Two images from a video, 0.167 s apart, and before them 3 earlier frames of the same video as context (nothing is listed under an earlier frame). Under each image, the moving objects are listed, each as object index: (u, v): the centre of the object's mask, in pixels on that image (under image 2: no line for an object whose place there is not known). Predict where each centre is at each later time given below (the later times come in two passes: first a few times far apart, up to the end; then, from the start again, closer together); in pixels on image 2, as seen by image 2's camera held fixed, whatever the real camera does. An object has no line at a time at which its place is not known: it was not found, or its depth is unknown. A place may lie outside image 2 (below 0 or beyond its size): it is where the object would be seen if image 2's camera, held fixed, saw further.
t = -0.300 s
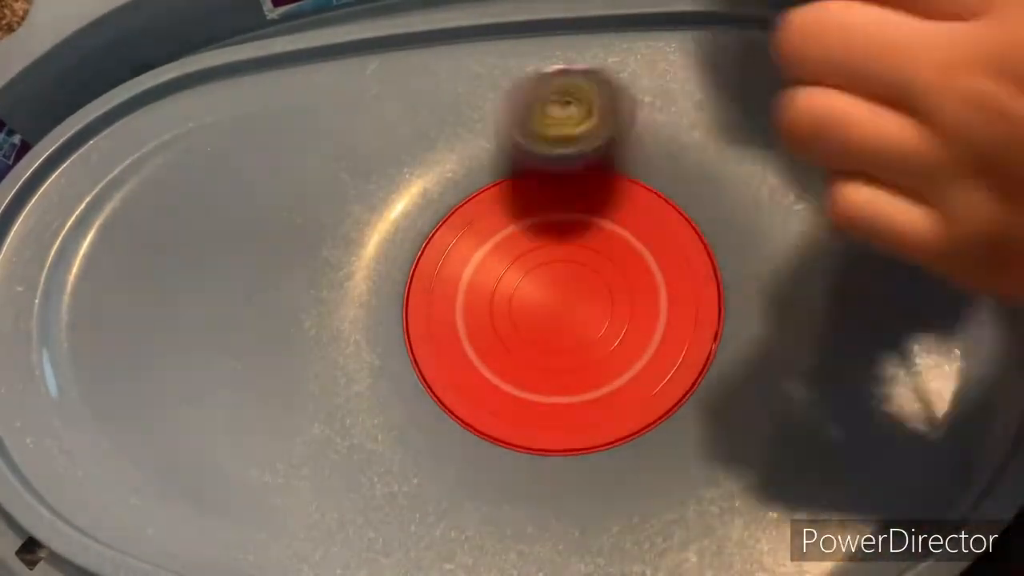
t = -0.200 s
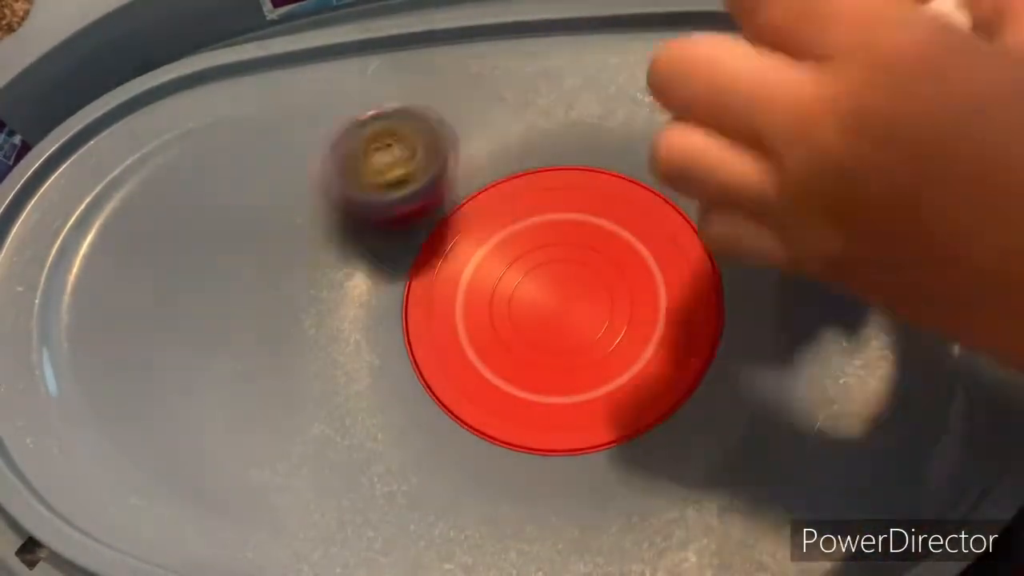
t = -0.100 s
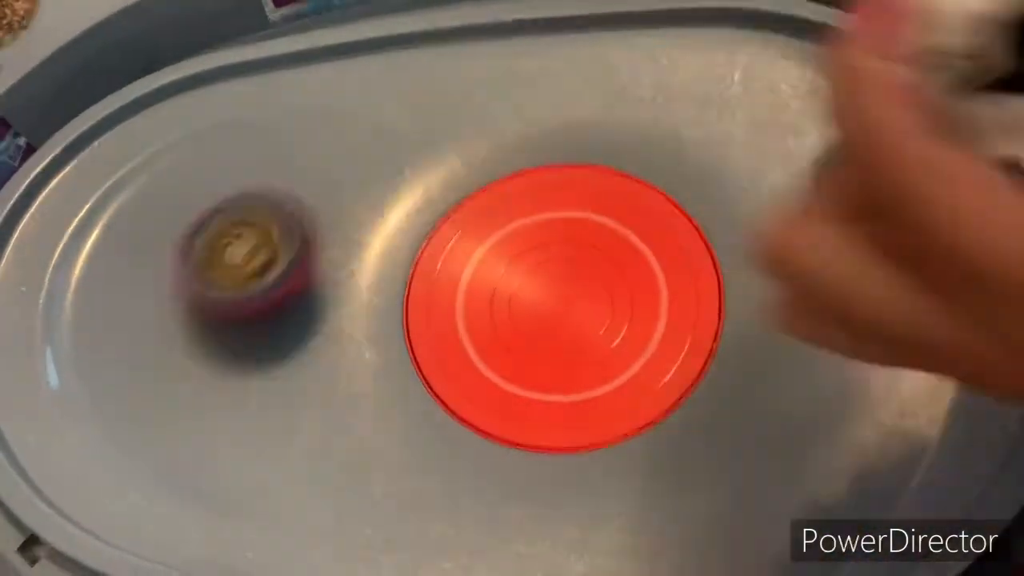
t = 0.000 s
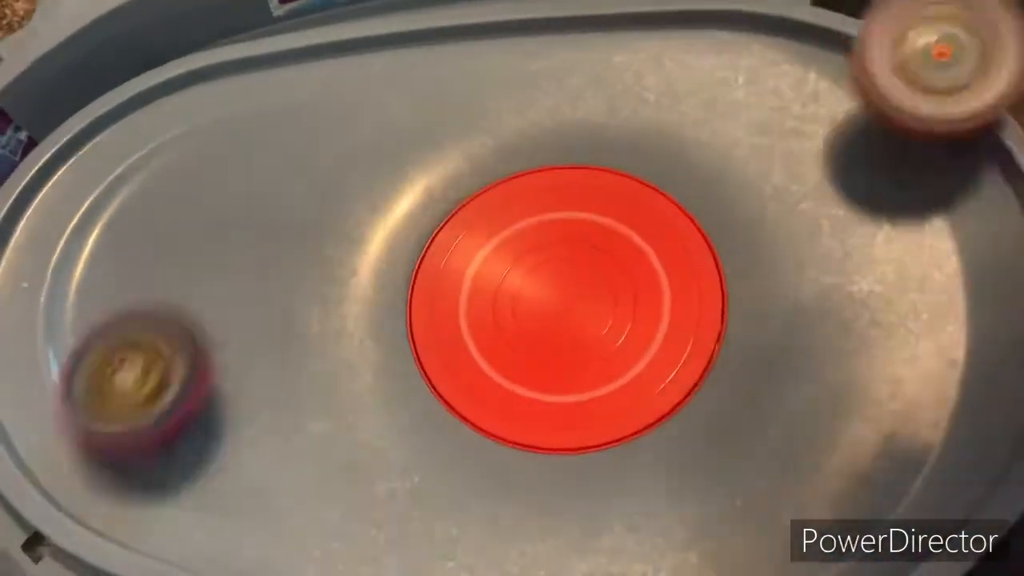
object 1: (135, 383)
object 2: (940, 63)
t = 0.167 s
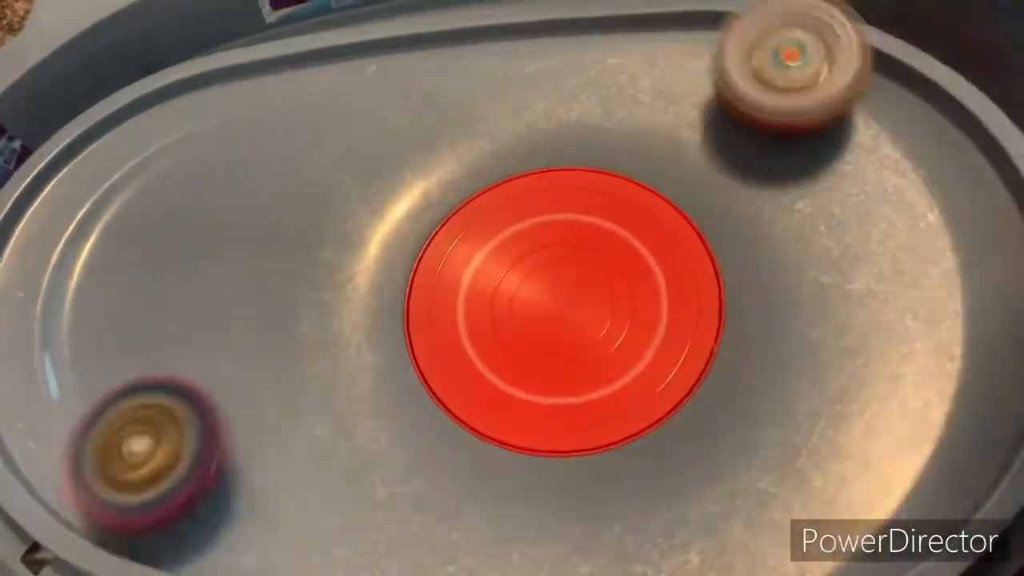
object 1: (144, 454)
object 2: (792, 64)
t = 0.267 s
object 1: (195, 460)
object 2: (753, 52)
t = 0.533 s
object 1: (462, 530)
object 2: (591, 163)
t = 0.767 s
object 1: (769, 234)
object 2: (335, 496)
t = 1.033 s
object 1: (566, 40)
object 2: (785, 501)
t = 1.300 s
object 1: (226, 208)
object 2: (911, 156)
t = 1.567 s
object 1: (306, 519)
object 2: (560, 55)
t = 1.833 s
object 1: (792, 332)
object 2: (276, 353)
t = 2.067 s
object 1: (740, 40)
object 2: (454, 540)
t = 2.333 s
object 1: (332, 162)
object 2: (745, 200)
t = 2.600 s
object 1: (242, 522)
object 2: (451, 45)
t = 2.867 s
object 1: (659, 416)
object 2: (277, 377)
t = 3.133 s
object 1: (625, 48)
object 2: (583, 536)
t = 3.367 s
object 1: (360, 117)
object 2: (802, 245)
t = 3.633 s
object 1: (342, 456)
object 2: (624, 39)
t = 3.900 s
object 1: (751, 508)
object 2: (382, 318)
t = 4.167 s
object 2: (619, 542)
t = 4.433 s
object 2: (732, 299)
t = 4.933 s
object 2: (782, 416)
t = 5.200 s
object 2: (946, 305)
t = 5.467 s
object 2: (765, 190)
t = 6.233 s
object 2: (380, 511)
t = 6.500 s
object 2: (713, 310)
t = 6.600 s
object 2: (821, 141)
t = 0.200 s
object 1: (164, 451)
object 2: (783, 55)
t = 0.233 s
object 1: (181, 453)
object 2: (769, 50)
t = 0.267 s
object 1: (195, 460)
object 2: (753, 52)
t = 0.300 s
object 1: (211, 475)
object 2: (740, 55)
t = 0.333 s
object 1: (228, 494)
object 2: (729, 60)
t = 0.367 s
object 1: (250, 509)
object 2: (716, 70)
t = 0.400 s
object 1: (277, 520)
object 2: (702, 86)
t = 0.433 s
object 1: (314, 528)
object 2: (686, 104)
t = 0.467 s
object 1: (360, 533)
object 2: (661, 124)
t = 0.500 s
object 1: (410, 534)
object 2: (628, 143)
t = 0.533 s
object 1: (462, 530)
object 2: (591, 163)
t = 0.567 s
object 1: (516, 523)
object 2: (535, 183)
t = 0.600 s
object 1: (568, 512)
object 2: (466, 215)
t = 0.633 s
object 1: (626, 481)
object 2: (388, 260)
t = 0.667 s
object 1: (678, 434)
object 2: (350, 319)
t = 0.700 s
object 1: (722, 378)
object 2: (328, 376)
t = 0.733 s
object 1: (753, 305)
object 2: (323, 445)
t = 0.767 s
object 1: (769, 234)
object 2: (335, 496)
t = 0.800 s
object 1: (769, 170)
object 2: (364, 521)
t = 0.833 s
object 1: (763, 110)
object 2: (412, 518)
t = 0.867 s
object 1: (749, 59)
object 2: (470, 526)
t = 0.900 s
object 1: (726, 30)
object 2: (530, 518)
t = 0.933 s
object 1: (690, 29)
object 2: (593, 517)
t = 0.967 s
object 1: (653, 36)
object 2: (660, 515)
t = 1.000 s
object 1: (611, 38)
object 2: (721, 508)
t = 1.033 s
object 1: (566, 40)
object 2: (785, 501)
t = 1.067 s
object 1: (521, 43)
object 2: (842, 486)
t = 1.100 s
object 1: (471, 49)
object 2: (898, 449)
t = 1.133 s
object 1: (421, 60)
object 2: (941, 415)
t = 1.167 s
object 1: (370, 78)
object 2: (942, 355)
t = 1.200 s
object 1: (329, 102)
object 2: (945, 296)
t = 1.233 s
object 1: (288, 132)
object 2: (942, 247)
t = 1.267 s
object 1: (253, 166)
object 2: (934, 199)
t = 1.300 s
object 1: (226, 208)
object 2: (911, 156)
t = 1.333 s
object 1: (203, 253)
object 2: (879, 116)
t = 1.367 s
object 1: (187, 303)
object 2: (842, 85)
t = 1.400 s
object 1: (180, 355)
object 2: (800, 61)
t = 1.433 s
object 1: (181, 409)
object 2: (754, 48)
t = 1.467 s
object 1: (193, 465)
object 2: (705, 45)
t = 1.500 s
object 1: (213, 509)
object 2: (655, 45)
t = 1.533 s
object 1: (248, 525)
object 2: (607, 49)
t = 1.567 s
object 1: (306, 519)
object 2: (560, 55)
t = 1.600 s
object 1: (367, 516)
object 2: (509, 70)
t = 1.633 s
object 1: (428, 514)
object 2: (463, 92)
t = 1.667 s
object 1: (493, 511)
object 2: (415, 121)
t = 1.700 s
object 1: (560, 503)
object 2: (374, 159)
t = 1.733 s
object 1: (626, 480)
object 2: (339, 198)
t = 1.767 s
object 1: (691, 442)
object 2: (310, 248)
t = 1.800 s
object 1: (749, 391)
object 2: (289, 301)
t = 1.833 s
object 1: (792, 332)
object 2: (276, 353)
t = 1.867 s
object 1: (816, 277)
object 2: (267, 409)
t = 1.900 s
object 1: (832, 219)
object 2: (268, 466)
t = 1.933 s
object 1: (836, 163)
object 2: (282, 510)
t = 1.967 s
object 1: (829, 108)
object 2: (304, 529)
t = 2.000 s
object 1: (811, 64)
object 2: (345, 539)
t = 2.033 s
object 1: (787, 36)
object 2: (400, 543)
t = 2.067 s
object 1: (740, 40)
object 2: (454, 540)
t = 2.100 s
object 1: (685, 40)
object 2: (517, 529)
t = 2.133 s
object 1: (632, 44)
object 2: (578, 516)
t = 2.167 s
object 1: (580, 50)
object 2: (624, 495)
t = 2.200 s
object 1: (527, 59)
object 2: (668, 452)
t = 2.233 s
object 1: (474, 78)
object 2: (709, 400)
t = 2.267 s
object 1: (423, 101)
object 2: (741, 339)
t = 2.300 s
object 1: (375, 127)
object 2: (753, 269)
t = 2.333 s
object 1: (332, 162)
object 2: (745, 200)
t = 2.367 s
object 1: (295, 204)
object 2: (716, 139)
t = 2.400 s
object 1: (266, 246)
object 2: (683, 88)
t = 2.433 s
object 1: (241, 293)
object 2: (651, 54)
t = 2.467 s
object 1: (225, 344)
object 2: (617, 36)
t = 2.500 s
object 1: (212, 398)
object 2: (580, 25)
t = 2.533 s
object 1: (210, 456)
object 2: (539, 25)
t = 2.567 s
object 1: (218, 506)
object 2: (496, 32)
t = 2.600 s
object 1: (242, 522)
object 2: (451, 45)
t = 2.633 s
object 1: (287, 509)
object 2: (405, 65)
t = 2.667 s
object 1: (343, 504)
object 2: (364, 104)
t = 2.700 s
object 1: (393, 496)
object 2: (332, 143)
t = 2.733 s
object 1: (443, 490)
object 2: (312, 182)
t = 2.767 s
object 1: (492, 485)
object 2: (297, 226)
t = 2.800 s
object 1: (547, 472)
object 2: (286, 272)
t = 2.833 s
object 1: (605, 447)
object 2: (279, 323)
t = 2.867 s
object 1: (659, 416)
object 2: (277, 377)
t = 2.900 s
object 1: (706, 366)
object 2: (279, 428)
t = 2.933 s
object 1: (737, 308)
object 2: (292, 484)
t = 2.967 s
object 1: (746, 252)
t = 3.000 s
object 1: (741, 196)
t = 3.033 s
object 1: (720, 146)
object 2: (389, 543)
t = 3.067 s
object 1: (693, 106)
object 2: (446, 546)
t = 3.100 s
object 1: (662, 73)
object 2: (513, 543)
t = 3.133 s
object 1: (625, 48)
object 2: (583, 536)
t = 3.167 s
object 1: (586, 38)
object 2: (651, 525)
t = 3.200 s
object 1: (546, 33)
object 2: (703, 496)
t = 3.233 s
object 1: (505, 43)
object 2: (737, 457)
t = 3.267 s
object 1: (465, 53)
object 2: (767, 408)
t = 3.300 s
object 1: (428, 72)
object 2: (788, 355)
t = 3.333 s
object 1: (392, 93)
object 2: (802, 297)
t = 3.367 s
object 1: (360, 117)
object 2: (802, 245)
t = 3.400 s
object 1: (335, 151)
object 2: (798, 193)
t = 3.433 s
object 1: (313, 187)
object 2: (787, 147)
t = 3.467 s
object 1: (300, 225)
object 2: (772, 104)
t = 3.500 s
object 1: (291, 266)
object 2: (751, 66)
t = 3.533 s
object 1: (291, 311)
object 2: (730, 45)
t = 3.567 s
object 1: (297, 364)
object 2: (700, 39)
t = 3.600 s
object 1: (314, 411)
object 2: (663, 38)
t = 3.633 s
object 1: (342, 456)
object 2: (624, 39)
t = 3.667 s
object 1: (381, 495)
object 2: (583, 46)
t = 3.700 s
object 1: (430, 516)
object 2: (545, 58)
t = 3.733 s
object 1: (489, 526)
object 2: (512, 83)
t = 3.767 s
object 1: (549, 531)
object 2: (483, 115)
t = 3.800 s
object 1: (607, 531)
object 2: (447, 159)
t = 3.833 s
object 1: (660, 527)
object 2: (413, 206)
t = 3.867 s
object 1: (707, 519)
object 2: (392, 262)
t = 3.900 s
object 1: (751, 508)
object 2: (382, 318)
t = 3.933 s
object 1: (788, 490)
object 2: (390, 368)
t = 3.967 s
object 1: (821, 458)
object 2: (415, 421)
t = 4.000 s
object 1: (852, 425)
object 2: (445, 469)
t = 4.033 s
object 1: (874, 387)
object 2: (479, 503)
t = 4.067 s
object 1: (889, 348)
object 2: (512, 523)
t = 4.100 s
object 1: (896, 305)
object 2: (542, 538)
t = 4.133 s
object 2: (578, 545)
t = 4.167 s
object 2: (619, 542)
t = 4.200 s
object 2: (664, 536)
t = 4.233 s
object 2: (700, 522)
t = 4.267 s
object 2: (722, 503)
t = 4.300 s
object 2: (732, 473)
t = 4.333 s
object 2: (736, 432)
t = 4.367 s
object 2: (737, 388)
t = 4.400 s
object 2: (735, 345)
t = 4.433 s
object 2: (732, 299)
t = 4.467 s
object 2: (721, 253)
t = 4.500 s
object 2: (698, 201)
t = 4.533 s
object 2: (653, 162)
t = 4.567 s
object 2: (582, 141)
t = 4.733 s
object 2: (545, 387)
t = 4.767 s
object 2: (571, 430)
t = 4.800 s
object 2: (604, 449)
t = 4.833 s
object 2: (645, 449)
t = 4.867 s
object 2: (690, 438)
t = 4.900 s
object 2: (736, 427)
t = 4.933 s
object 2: (782, 416)
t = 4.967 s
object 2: (829, 410)
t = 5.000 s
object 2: (877, 407)
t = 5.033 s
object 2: (924, 403)
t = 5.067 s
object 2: (948, 396)
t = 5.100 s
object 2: (949, 373)
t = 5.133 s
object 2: (954, 353)
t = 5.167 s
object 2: (955, 332)
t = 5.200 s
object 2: (946, 305)
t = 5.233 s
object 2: (942, 283)
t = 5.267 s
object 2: (933, 261)
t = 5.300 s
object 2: (914, 241)
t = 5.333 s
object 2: (889, 223)
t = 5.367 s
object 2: (858, 213)
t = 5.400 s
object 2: (828, 202)
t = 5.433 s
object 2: (796, 196)
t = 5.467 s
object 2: (765, 190)
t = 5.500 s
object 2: (731, 181)
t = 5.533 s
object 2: (691, 174)
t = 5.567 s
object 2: (652, 164)
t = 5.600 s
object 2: (600, 156)
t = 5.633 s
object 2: (533, 147)
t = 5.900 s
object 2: (284, 380)
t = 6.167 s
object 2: (314, 531)
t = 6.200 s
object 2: (353, 523)
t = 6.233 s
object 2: (380, 511)
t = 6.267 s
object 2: (404, 496)
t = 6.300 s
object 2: (425, 472)
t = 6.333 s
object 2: (453, 445)
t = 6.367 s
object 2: (487, 424)
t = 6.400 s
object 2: (521, 407)
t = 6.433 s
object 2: (572, 388)
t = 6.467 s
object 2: (644, 356)
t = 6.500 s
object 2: (713, 310)
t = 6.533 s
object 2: (773, 247)
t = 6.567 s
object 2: (804, 189)
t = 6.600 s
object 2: (821, 141)
